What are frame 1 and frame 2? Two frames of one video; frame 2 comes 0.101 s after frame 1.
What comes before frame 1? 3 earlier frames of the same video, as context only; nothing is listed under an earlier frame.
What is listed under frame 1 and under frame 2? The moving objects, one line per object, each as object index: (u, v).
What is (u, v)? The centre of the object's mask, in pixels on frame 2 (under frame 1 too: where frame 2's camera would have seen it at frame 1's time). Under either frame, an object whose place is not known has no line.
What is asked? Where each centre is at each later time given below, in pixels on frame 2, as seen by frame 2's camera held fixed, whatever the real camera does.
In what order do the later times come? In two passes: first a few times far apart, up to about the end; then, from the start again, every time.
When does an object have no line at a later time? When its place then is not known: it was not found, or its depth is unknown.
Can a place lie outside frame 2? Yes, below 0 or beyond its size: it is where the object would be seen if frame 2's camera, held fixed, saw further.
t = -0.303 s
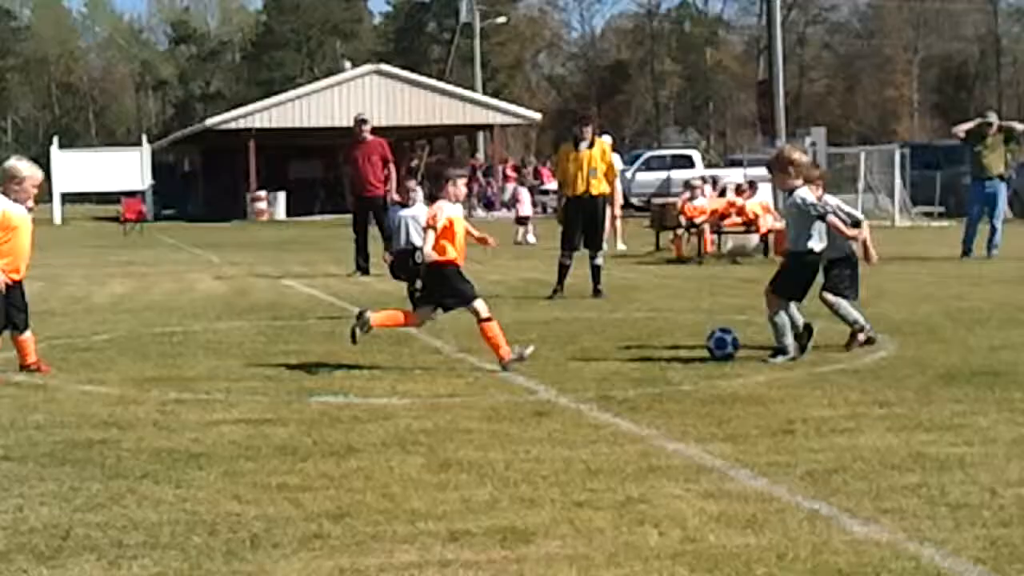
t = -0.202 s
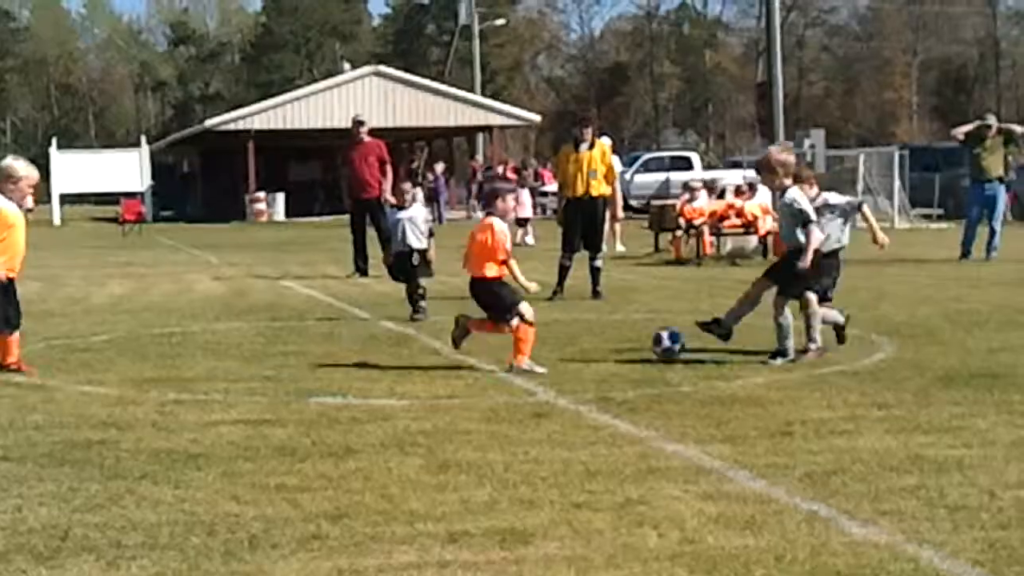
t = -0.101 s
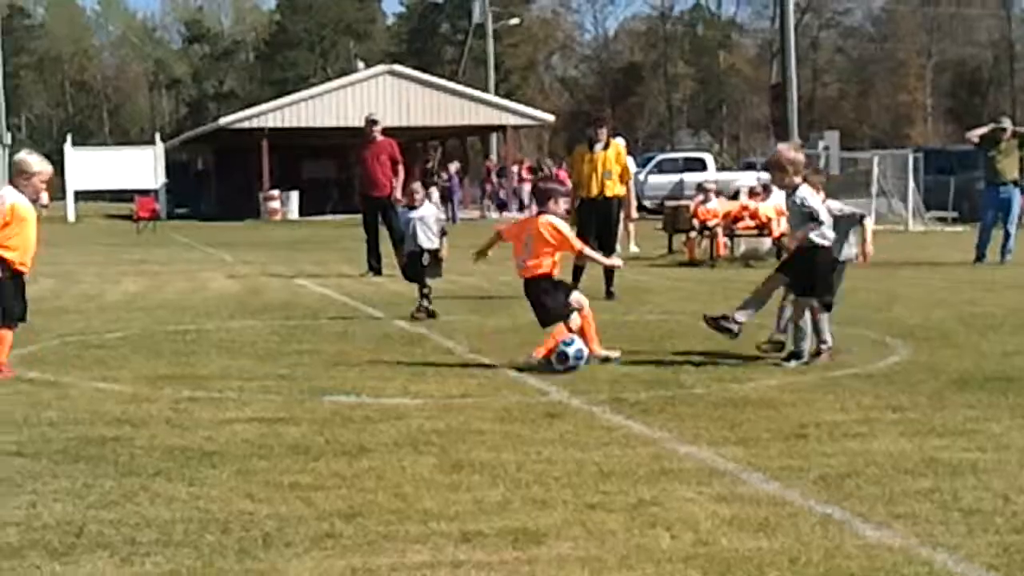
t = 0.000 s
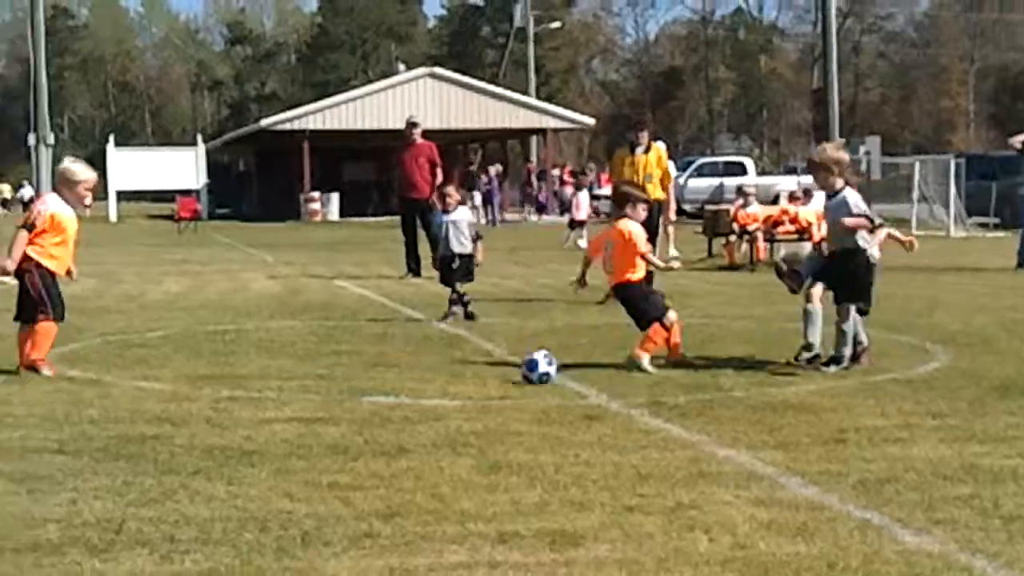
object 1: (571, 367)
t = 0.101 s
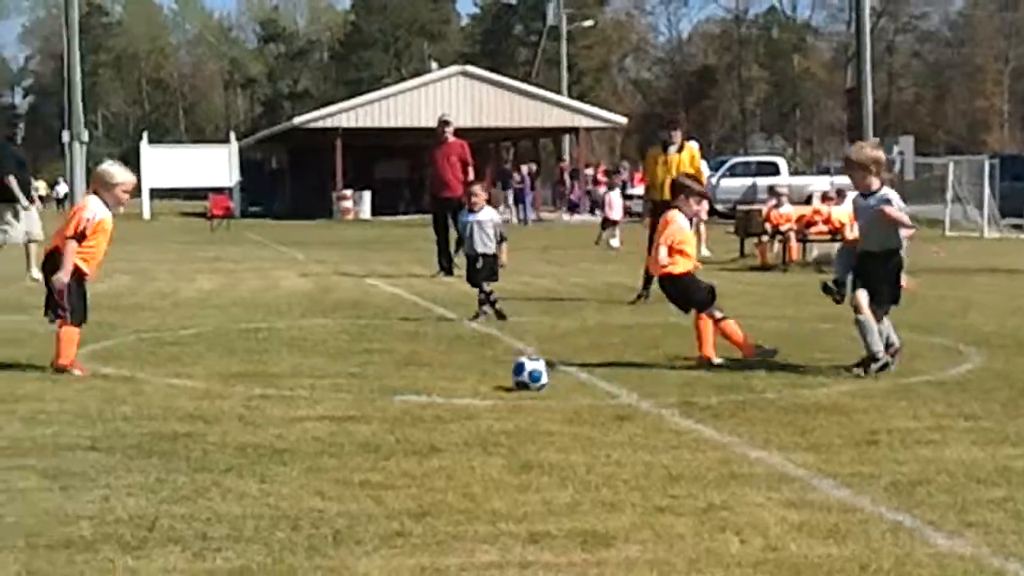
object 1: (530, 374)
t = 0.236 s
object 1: (480, 380)
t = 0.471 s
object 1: (393, 387)
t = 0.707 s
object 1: (307, 396)
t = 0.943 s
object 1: (217, 416)
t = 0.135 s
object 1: (518, 375)
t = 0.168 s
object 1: (504, 375)
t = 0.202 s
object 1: (492, 376)
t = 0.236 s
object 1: (480, 380)
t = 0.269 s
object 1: (468, 383)
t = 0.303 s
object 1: (454, 383)
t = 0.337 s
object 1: (441, 385)
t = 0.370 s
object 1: (428, 388)
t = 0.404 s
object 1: (416, 387)
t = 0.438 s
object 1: (405, 386)
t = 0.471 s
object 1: (393, 387)
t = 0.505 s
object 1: (380, 389)
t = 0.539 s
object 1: (367, 395)
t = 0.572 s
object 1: (353, 398)
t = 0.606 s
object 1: (343, 397)
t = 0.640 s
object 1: (331, 395)
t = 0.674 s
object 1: (320, 394)
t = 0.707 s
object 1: (307, 396)
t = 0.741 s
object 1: (295, 400)
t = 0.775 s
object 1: (282, 408)
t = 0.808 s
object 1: (269, 410)
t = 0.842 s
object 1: (257, 410)
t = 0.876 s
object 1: (245, 410)
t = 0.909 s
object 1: (231, 412)
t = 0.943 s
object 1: (217, 416)
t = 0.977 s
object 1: (204, 420)
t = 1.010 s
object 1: (191, 421)
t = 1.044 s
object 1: (178, 422)
